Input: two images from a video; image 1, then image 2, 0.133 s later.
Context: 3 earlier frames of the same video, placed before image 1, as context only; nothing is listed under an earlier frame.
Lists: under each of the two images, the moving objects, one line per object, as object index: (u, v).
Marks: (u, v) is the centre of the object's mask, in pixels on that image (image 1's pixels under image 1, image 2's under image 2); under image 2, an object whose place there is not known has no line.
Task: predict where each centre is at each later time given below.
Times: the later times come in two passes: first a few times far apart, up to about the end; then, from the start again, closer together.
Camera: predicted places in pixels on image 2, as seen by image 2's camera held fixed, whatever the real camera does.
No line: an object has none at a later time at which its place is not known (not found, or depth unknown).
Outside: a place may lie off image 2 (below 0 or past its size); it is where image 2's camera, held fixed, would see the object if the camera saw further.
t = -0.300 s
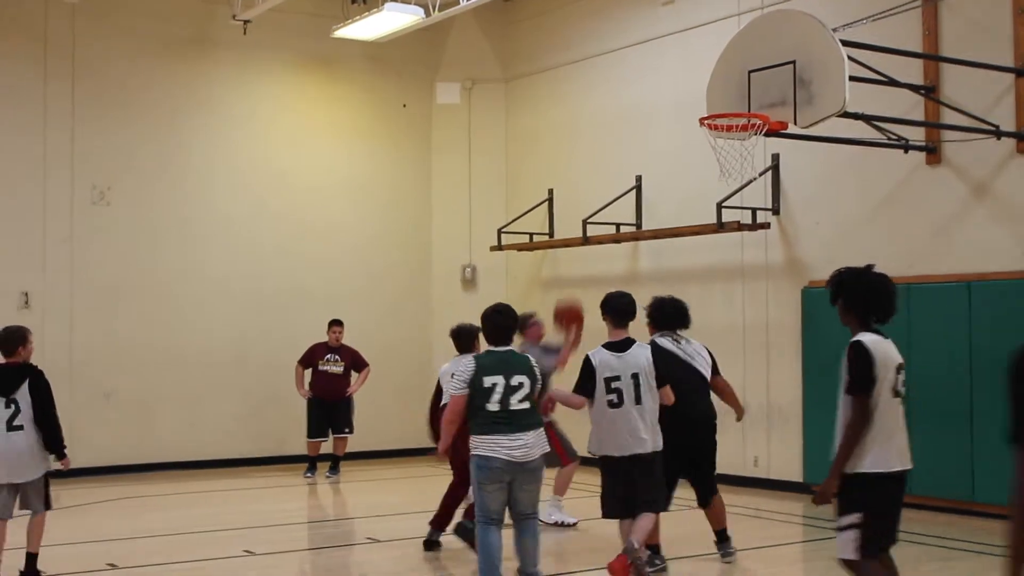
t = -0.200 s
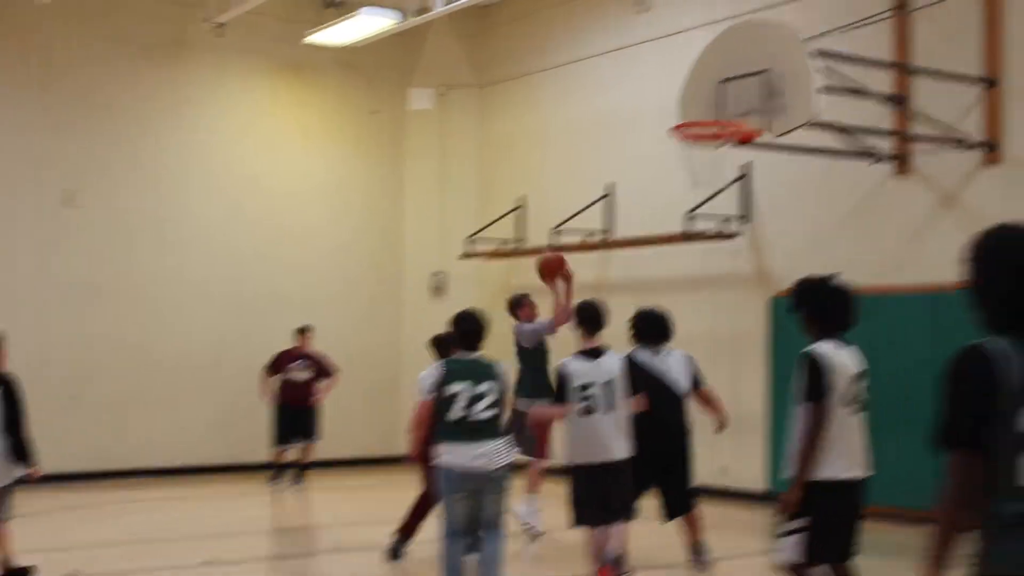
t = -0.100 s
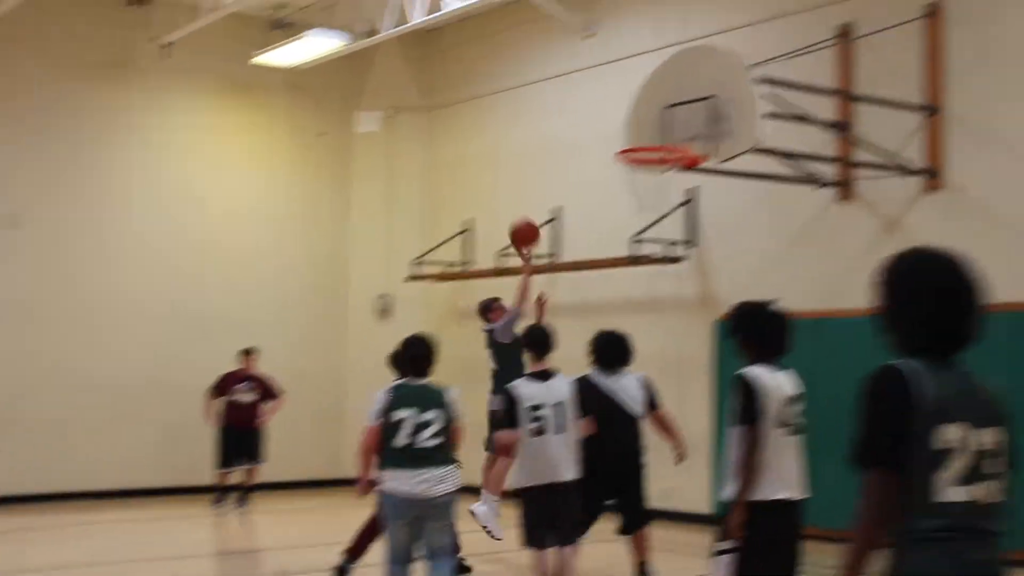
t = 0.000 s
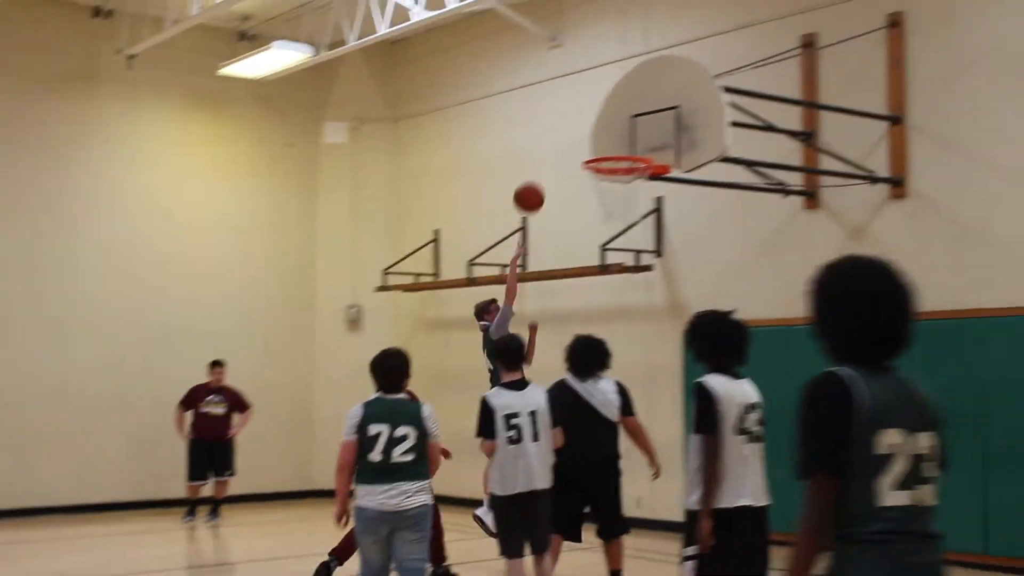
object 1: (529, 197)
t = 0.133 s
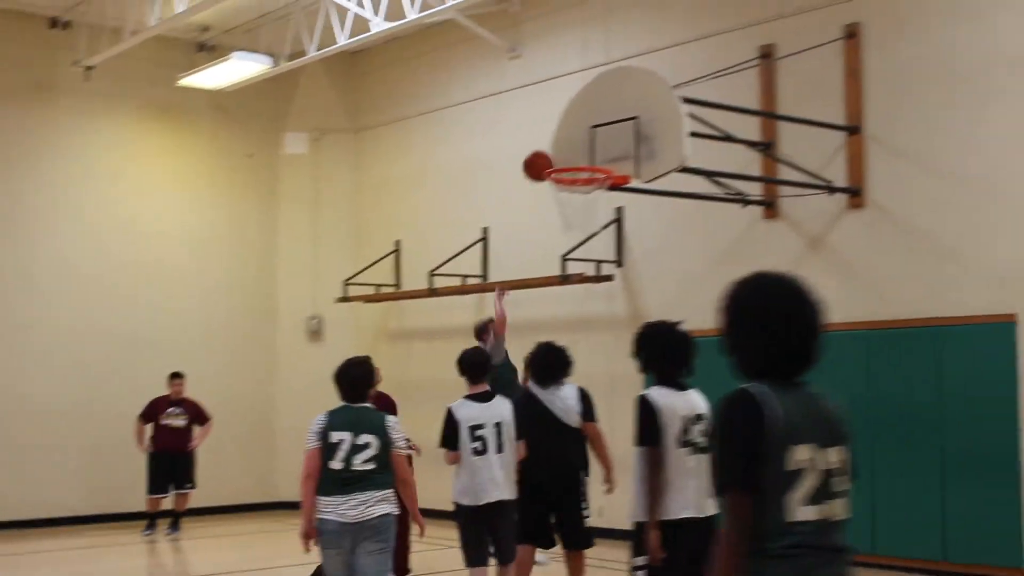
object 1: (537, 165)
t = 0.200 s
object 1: (564, 153)
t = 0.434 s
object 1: (571, 159)
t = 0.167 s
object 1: (551, 157)
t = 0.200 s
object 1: (564, 153)
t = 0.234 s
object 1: (566, 151)
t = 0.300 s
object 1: (567, 150)
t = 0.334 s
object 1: (568, 151)
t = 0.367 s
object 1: (569, 153)
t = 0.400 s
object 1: (571, 156)
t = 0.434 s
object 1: (571, 159)
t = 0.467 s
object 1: (573, 176)
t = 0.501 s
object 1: (573, 186)
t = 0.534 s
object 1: (574, 194)
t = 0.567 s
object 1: (574, 199)
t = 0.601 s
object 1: (574, 203)
